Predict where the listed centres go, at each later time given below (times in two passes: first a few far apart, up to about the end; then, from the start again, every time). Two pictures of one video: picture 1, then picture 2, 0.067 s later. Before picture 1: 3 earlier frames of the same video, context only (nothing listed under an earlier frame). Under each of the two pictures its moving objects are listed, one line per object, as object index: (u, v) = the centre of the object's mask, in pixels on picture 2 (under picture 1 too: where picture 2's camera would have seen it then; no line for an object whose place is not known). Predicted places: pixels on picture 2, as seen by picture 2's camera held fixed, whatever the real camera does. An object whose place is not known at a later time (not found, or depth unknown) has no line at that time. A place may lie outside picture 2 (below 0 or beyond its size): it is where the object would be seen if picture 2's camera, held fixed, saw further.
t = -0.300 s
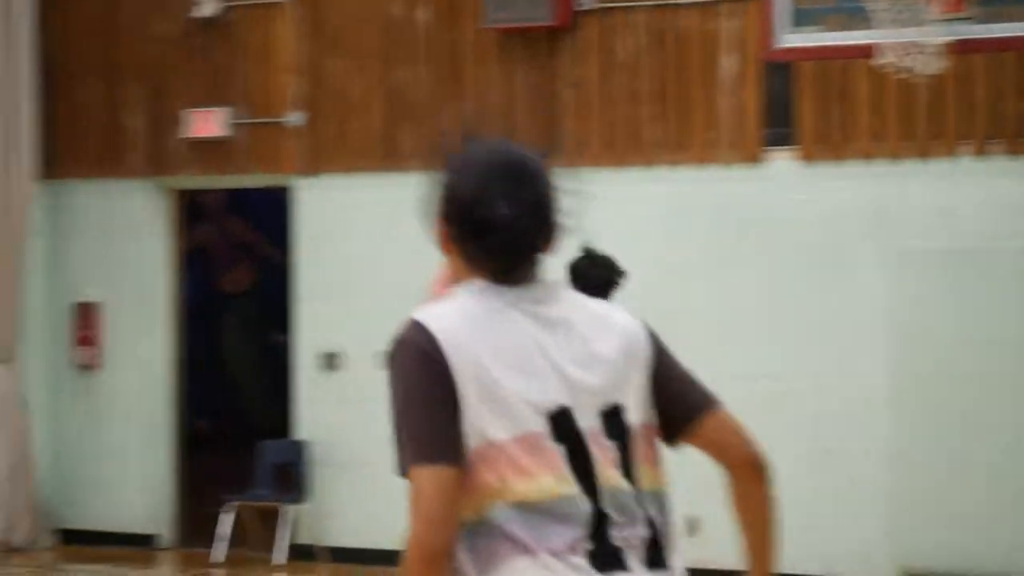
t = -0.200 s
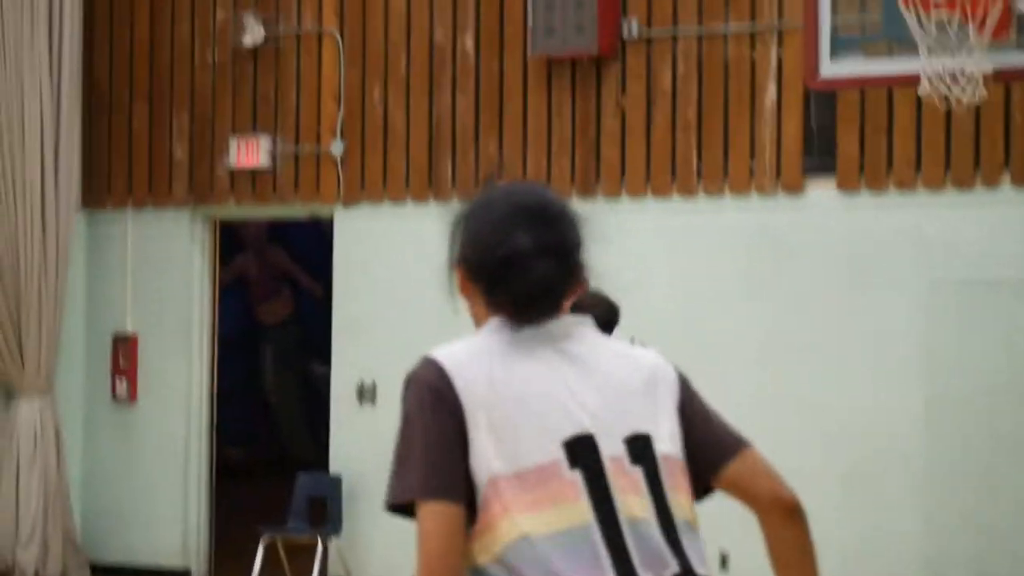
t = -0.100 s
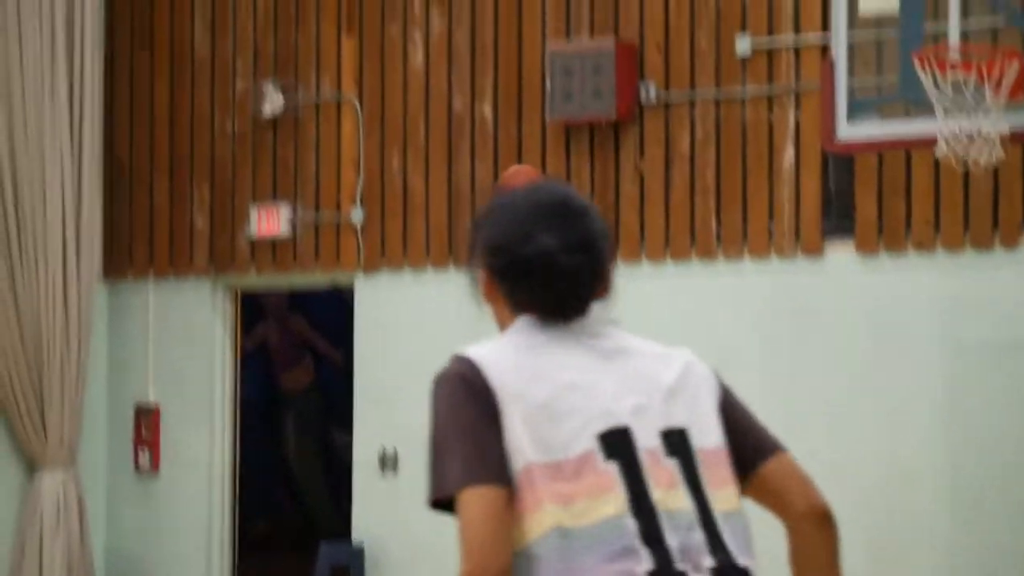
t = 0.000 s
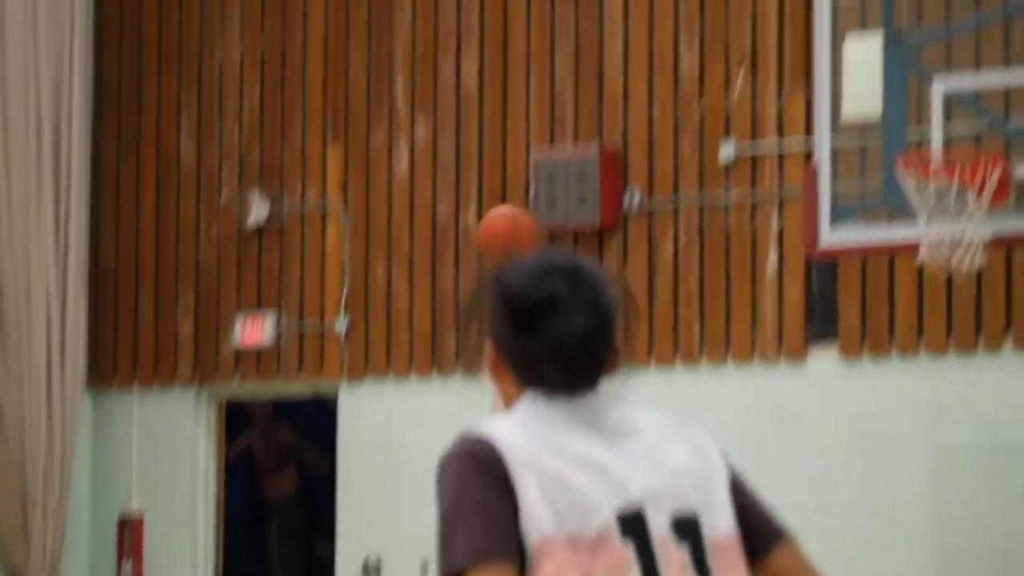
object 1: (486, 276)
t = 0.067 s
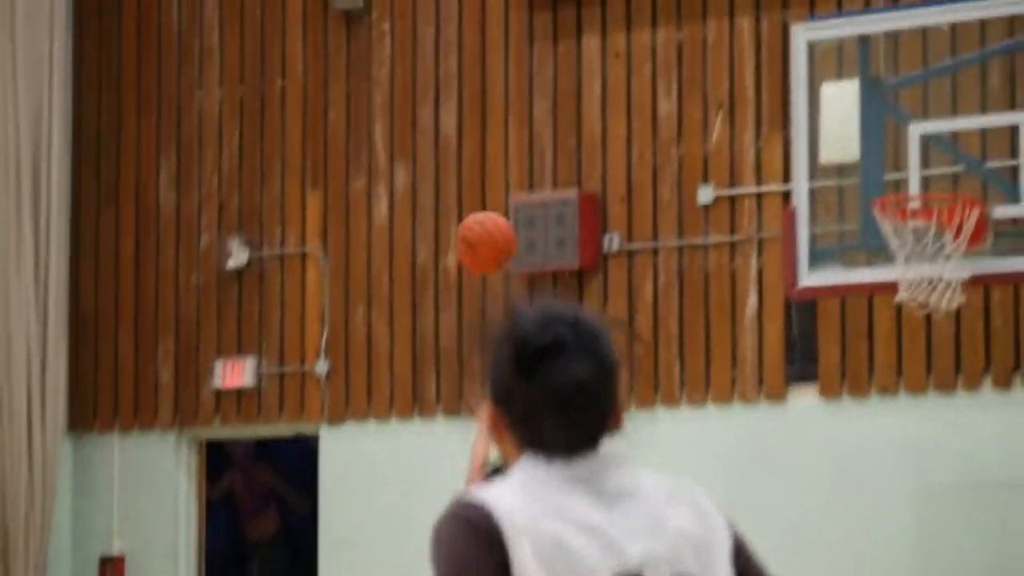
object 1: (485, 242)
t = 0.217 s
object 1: (481, 190)
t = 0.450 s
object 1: (468, 234)
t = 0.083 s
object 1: (484, 235)
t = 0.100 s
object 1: (484, 228)
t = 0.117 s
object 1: (484, 222)
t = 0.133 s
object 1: (483, 215)
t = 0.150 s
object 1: (482, 209)
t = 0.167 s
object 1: (482, 204)
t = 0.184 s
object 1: (482, 202)
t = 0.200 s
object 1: (482, 197)
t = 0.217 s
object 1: (481, 190)
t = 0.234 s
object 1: (479, 189)
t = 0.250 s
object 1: (478, 186)
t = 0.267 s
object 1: (477, 183)
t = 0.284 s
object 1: (477, 183)
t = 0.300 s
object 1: (476, 182)
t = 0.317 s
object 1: (476, 183)
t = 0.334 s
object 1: (476, 184)
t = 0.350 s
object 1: (475, 188)
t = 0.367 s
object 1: (473, 196)
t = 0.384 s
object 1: (473, 205)
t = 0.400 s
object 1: (472, 213)
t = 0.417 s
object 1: (471, 221)
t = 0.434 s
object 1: (470, 228)
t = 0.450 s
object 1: (468, 234)
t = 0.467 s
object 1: (468, 240)
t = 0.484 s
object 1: (465, 247)
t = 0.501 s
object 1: (463, 256)
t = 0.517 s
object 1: (461, 265)
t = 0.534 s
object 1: (461, 277)
